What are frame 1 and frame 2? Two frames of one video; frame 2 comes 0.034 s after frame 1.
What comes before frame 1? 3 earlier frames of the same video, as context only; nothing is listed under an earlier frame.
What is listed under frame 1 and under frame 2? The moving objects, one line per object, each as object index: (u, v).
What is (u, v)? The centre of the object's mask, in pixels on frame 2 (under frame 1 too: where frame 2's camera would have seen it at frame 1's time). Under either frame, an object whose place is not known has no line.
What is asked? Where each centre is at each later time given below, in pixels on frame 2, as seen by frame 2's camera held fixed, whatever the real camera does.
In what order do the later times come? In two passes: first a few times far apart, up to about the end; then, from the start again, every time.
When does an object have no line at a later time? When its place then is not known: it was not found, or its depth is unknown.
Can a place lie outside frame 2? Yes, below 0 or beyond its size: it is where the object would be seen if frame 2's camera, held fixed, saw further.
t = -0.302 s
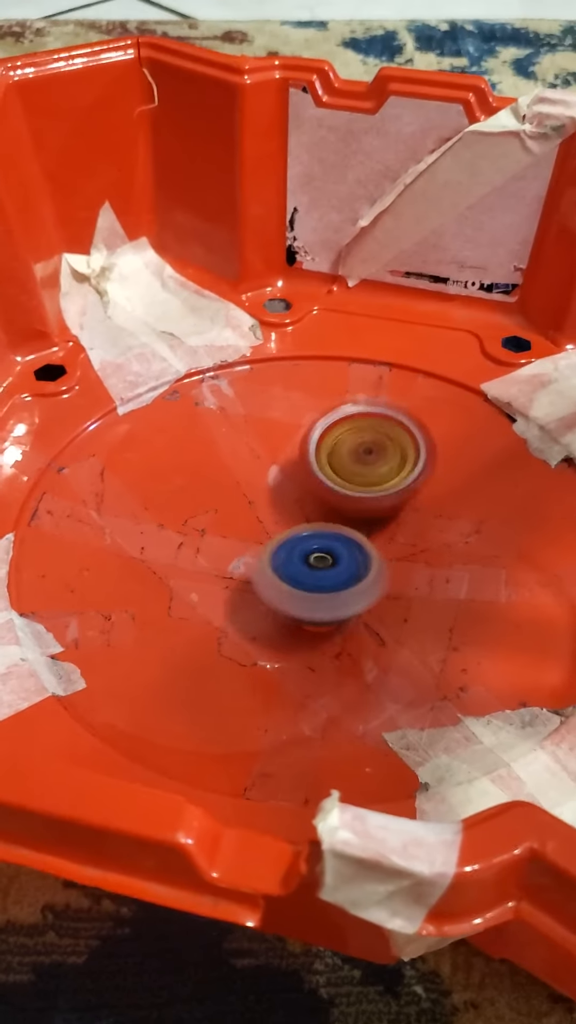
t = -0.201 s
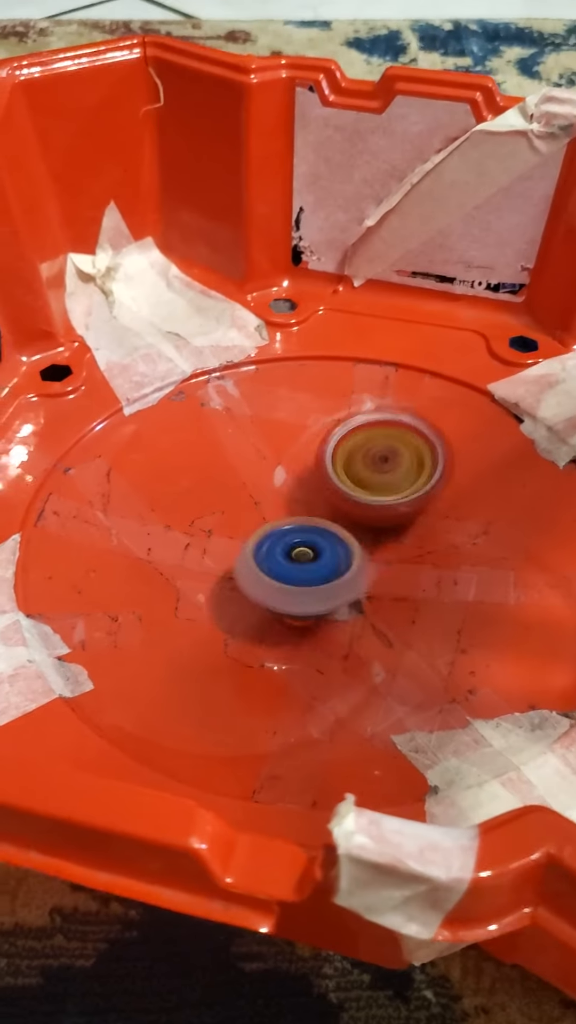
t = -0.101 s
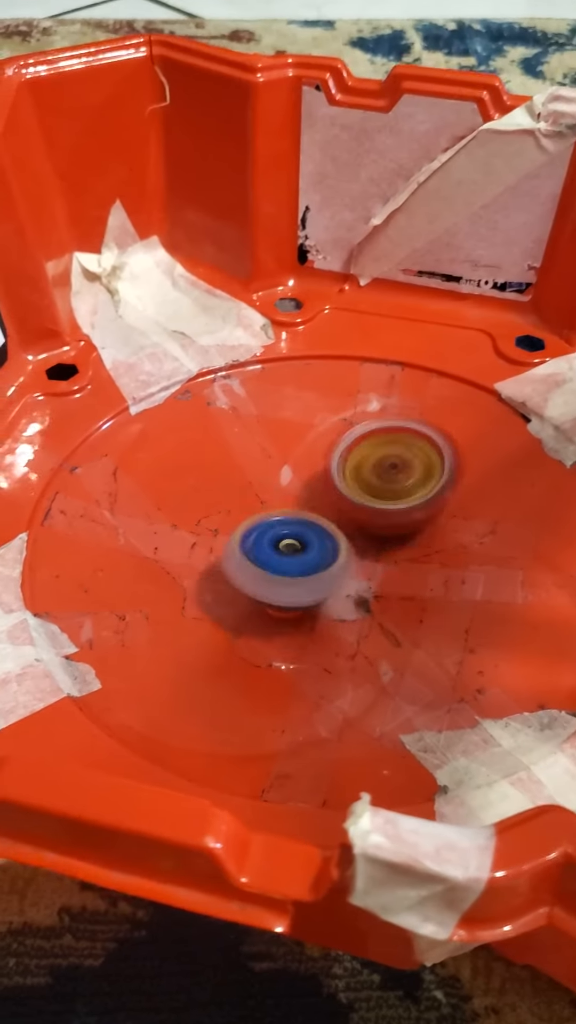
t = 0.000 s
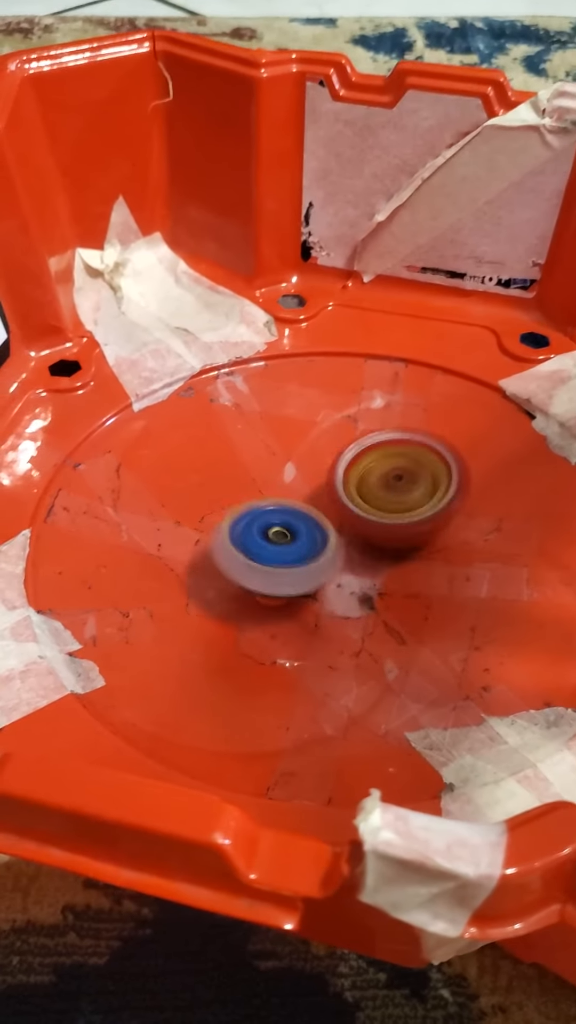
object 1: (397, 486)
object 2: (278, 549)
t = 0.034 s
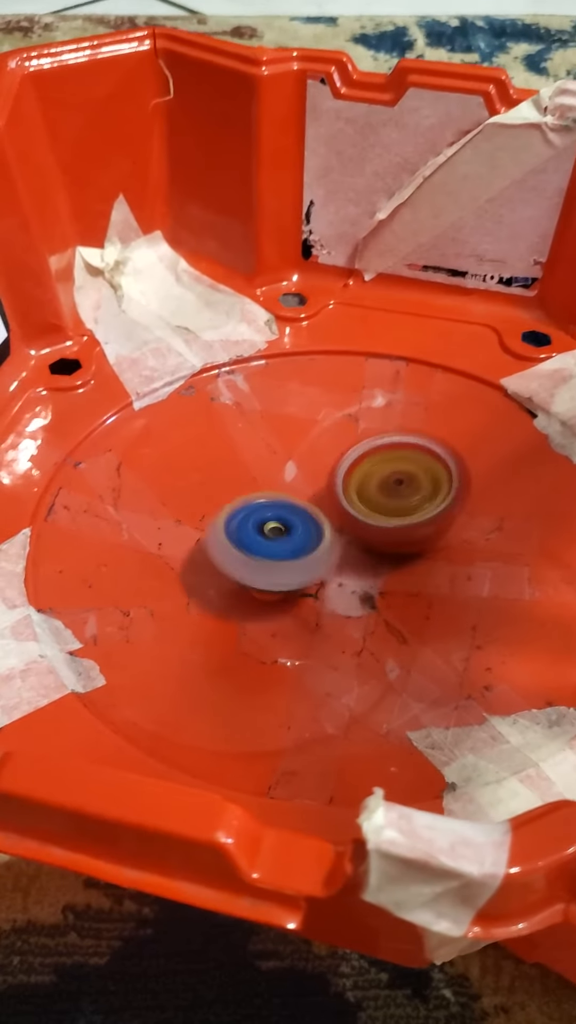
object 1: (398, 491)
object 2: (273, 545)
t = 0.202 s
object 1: (400, 518)
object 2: (246, 526)
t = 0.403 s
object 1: (388, 551)
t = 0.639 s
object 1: (374, 585)
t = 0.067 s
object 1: (399, 497)
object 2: (270, 541)
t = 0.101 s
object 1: (401, 503)
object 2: (265, 536)
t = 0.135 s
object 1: (400, 509)
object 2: (259, 533)
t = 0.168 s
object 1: (399, 514)
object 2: (252, 531)
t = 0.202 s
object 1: (400, 518)
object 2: (246, 526)
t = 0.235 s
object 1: (400, 524)
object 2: (240, 523)
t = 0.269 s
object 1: (400, 530)
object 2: (237, 521)
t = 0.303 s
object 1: (396, 536)
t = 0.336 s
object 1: (393, 540)
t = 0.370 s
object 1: (391, 545)
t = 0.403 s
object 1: (388, 551)
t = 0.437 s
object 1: (385, 556)
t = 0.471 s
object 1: (381, 561)
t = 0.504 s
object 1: (377, 565)
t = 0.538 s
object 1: (376, 569)
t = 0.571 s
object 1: (376, 575)
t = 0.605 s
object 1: (376, 580)
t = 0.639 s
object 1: (374, 585)
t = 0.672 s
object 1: (370, 589)
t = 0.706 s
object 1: (366, 590)
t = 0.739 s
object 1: (364, 590)
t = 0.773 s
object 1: (363, 591)
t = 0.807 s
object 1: (357, 591)
